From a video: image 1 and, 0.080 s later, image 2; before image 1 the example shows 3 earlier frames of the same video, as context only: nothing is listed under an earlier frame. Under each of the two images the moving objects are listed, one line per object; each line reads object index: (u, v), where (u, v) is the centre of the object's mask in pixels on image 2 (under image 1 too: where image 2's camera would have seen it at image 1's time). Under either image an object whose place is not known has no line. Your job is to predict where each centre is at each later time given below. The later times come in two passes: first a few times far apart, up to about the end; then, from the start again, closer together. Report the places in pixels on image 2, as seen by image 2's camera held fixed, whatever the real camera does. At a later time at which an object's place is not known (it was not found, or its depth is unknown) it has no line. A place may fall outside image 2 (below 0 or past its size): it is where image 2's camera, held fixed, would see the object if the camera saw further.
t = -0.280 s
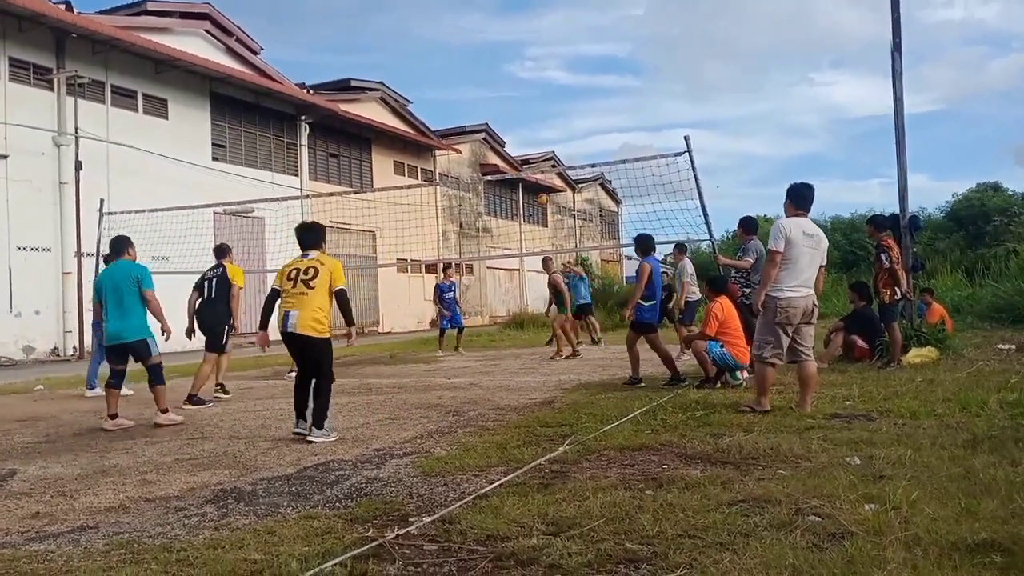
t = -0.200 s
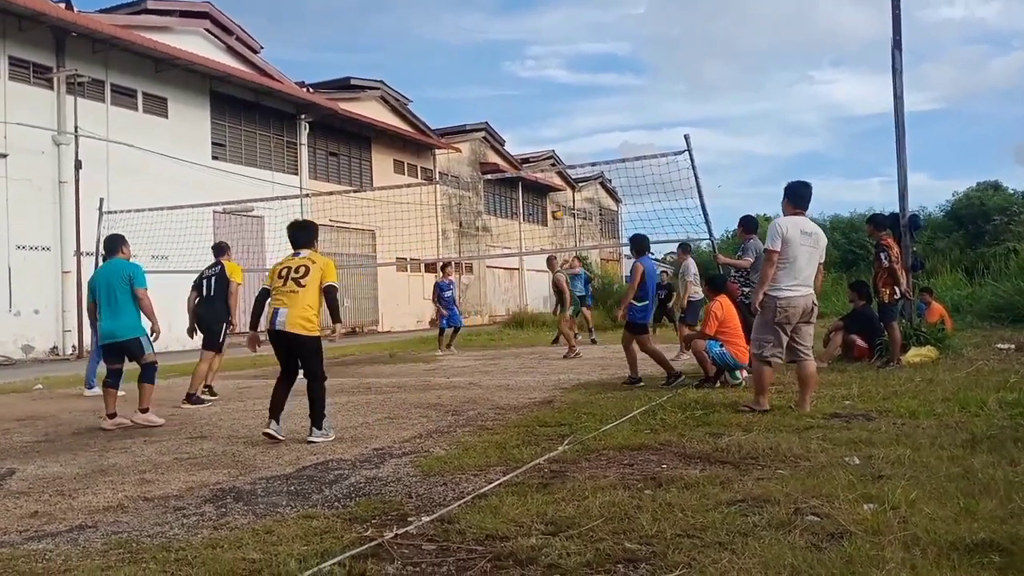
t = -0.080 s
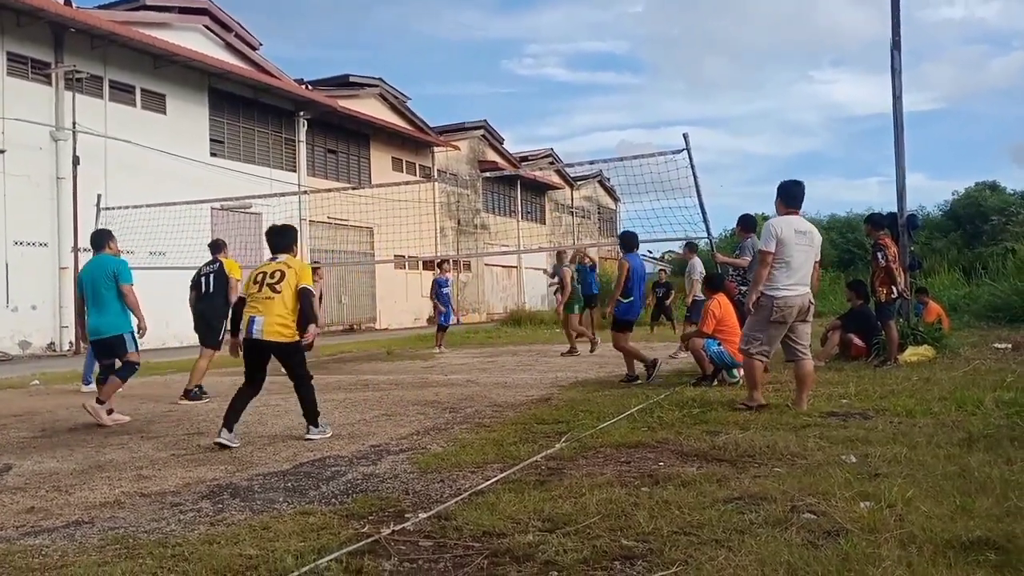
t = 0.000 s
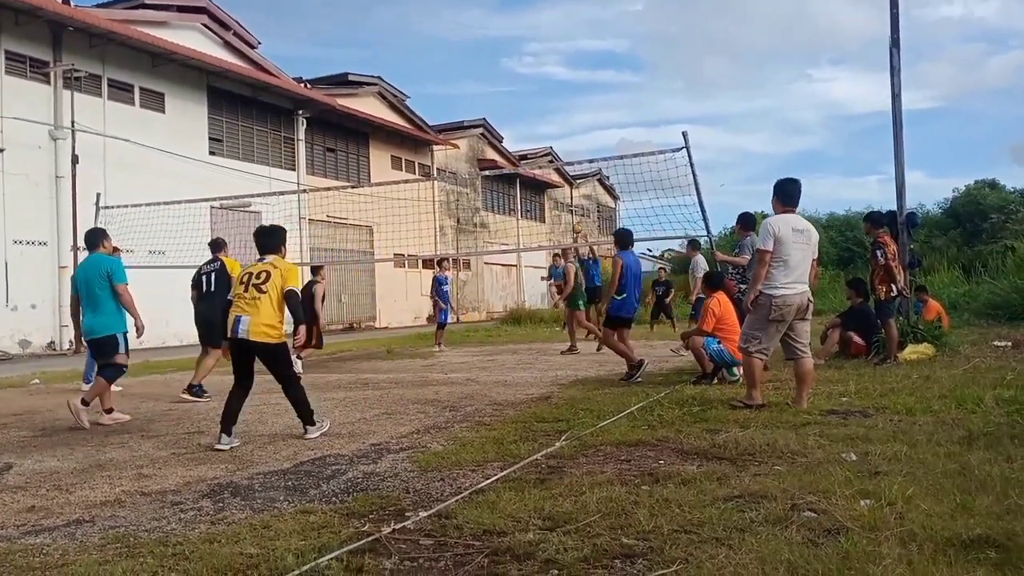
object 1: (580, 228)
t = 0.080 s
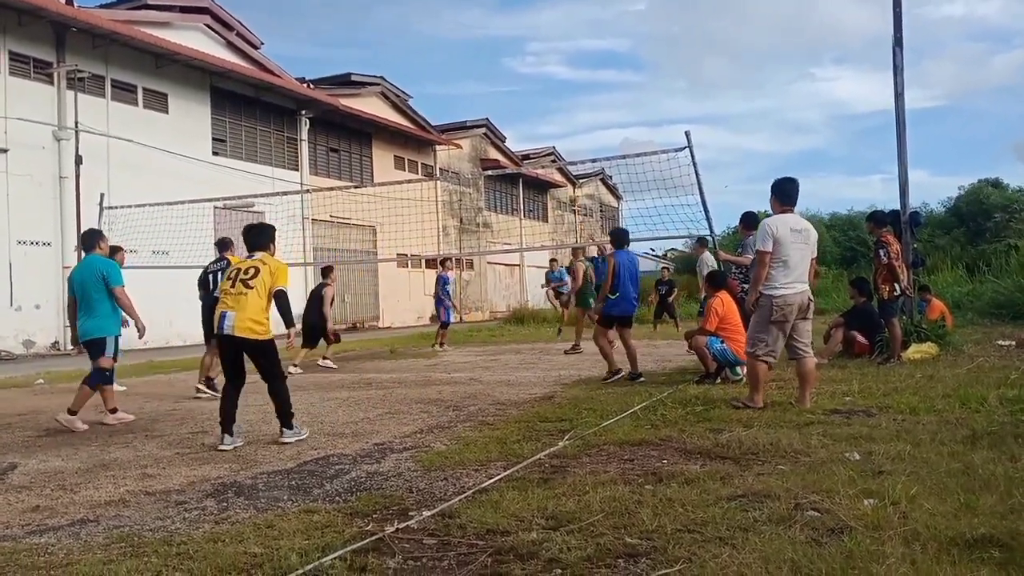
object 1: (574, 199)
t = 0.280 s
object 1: (562, 152)
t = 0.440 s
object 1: (553, 130)
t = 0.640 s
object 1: (541, 114)
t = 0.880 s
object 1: (527, 124)
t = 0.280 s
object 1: (562, 152)
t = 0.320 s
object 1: (559, 146)
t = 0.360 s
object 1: (557, 140)
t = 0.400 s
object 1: (555, 135)
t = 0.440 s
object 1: (553, 130)
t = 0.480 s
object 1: (548, 122)
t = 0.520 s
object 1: (547, 120)
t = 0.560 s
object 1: (545, 117)
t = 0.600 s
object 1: (543, 115)
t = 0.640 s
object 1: (541, 114)
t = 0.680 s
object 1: (537, 113)
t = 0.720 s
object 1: (535, 114)
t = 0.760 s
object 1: (532, 115)
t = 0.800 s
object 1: (531, 118)
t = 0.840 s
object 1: (529, 120)
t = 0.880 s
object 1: (527, 124)
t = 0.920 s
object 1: (522, 133)
